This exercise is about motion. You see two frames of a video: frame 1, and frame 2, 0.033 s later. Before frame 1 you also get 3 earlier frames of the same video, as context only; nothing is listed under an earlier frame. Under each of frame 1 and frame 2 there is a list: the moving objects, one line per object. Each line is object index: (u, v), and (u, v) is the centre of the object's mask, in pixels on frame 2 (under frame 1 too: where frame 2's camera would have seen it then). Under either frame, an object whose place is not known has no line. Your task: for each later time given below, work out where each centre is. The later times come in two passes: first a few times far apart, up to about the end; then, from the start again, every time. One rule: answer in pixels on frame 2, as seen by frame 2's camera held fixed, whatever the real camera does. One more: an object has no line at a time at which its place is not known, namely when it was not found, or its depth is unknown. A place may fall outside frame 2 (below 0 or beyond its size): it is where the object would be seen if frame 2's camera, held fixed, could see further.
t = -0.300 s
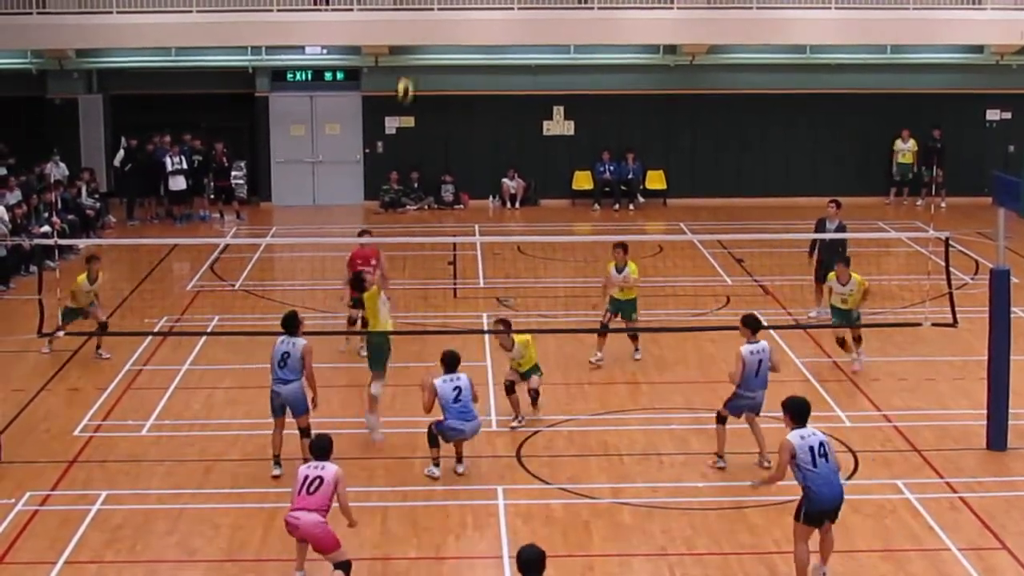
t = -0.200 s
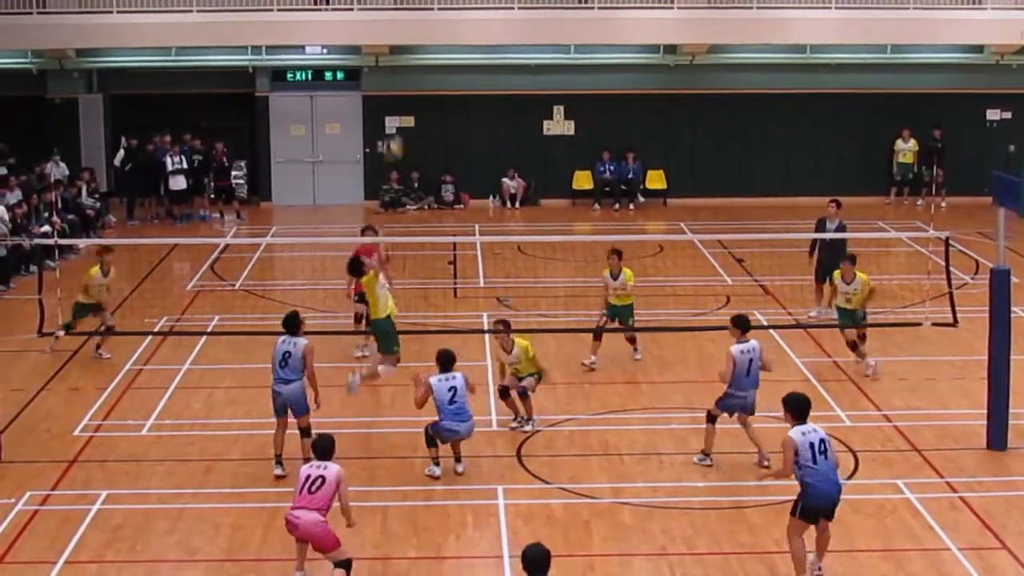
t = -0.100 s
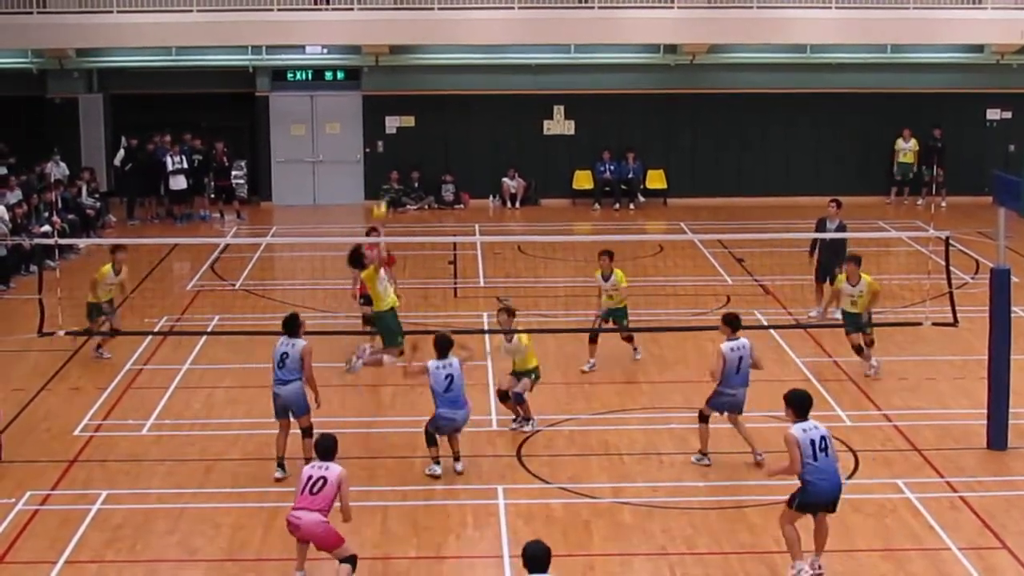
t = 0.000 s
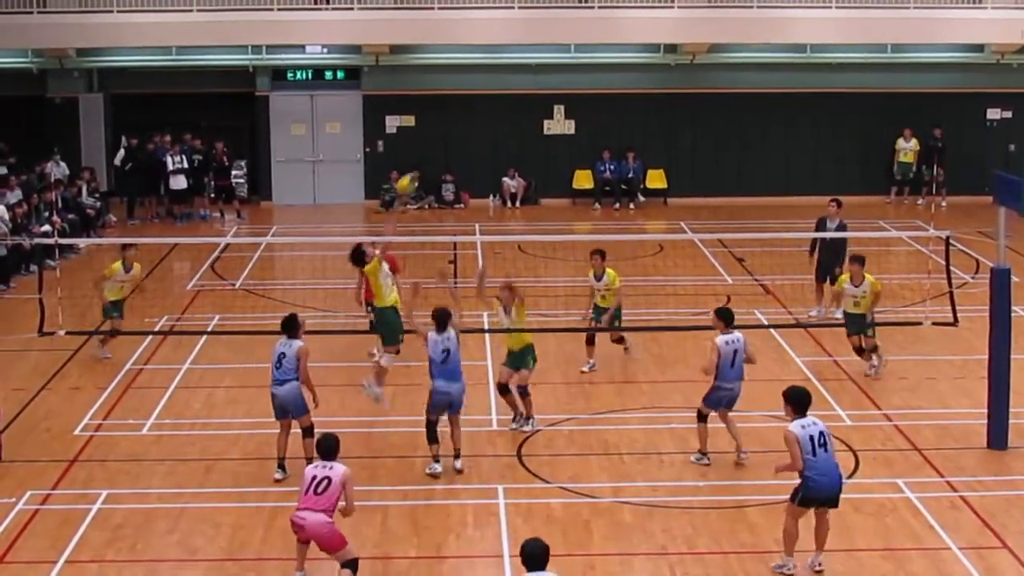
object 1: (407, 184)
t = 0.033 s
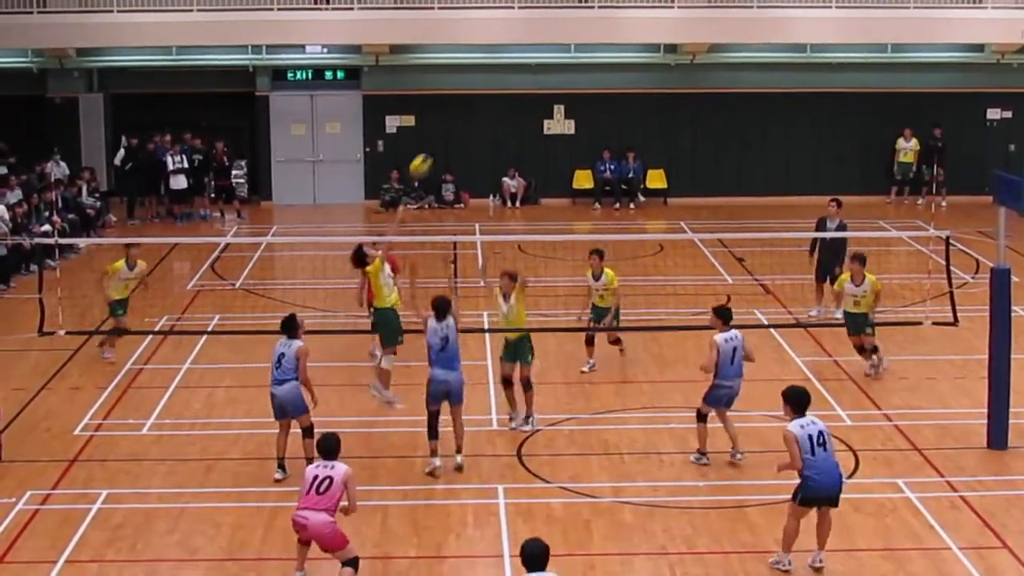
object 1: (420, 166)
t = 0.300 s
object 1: (527, 49)
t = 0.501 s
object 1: (601, 8)
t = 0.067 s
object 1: (434, 148)
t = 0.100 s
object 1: (447, 131)
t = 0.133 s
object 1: (460, 115)
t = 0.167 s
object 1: (473, 100)
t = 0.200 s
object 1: (487, 86)
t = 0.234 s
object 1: (501, 71)
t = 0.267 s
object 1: (512, 61)
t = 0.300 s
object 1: (527, 49)
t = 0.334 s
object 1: (540, 41)
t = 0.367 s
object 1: (552, 32)
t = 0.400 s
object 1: (564, 25)
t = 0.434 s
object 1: (576, 17)
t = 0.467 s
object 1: (588, 12)
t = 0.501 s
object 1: (601, 8)
